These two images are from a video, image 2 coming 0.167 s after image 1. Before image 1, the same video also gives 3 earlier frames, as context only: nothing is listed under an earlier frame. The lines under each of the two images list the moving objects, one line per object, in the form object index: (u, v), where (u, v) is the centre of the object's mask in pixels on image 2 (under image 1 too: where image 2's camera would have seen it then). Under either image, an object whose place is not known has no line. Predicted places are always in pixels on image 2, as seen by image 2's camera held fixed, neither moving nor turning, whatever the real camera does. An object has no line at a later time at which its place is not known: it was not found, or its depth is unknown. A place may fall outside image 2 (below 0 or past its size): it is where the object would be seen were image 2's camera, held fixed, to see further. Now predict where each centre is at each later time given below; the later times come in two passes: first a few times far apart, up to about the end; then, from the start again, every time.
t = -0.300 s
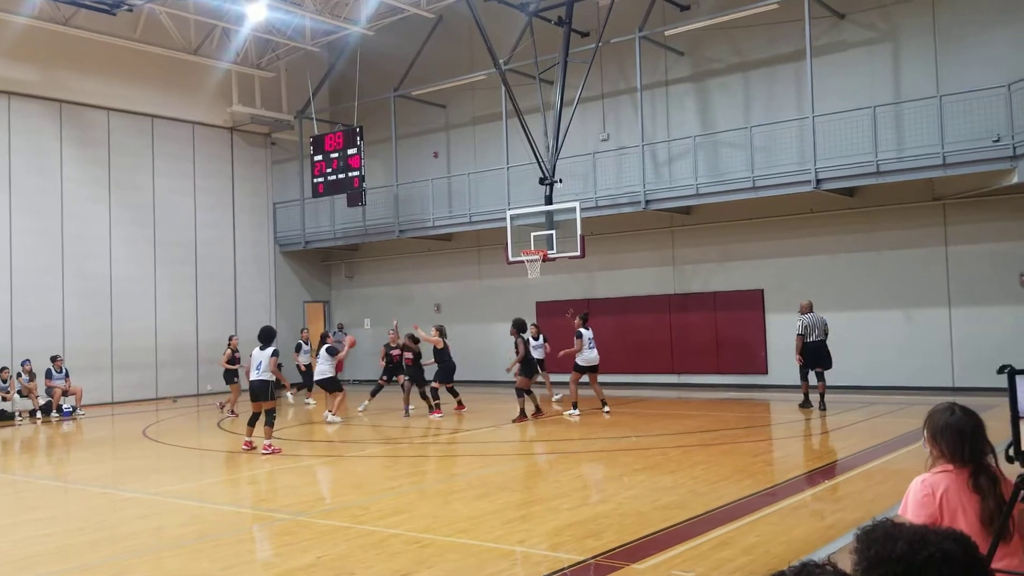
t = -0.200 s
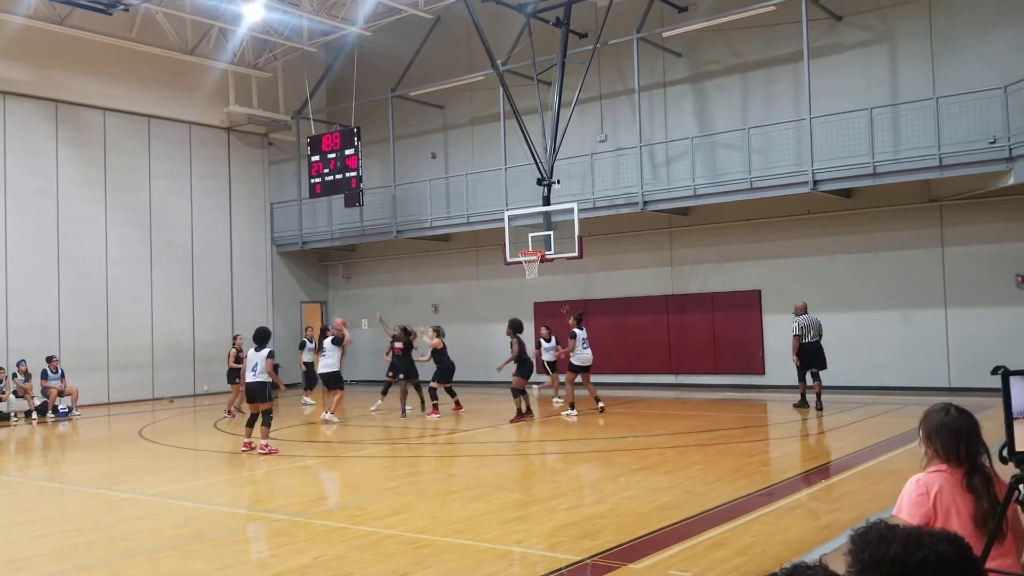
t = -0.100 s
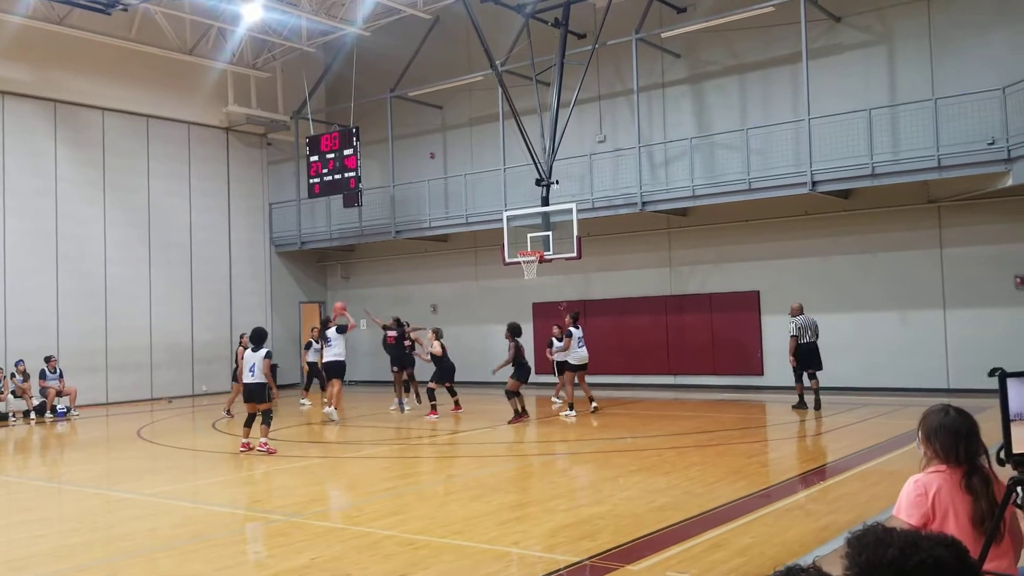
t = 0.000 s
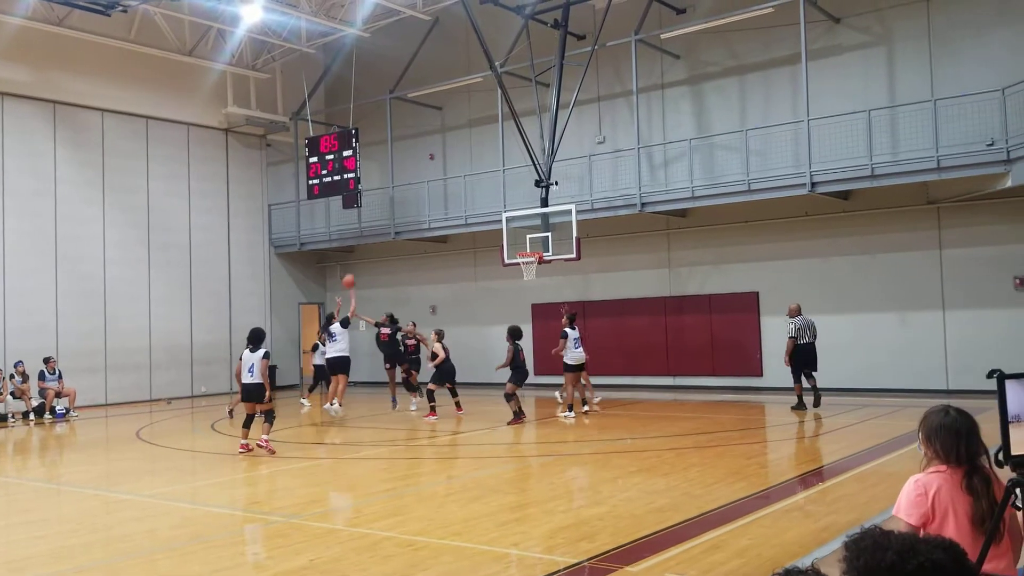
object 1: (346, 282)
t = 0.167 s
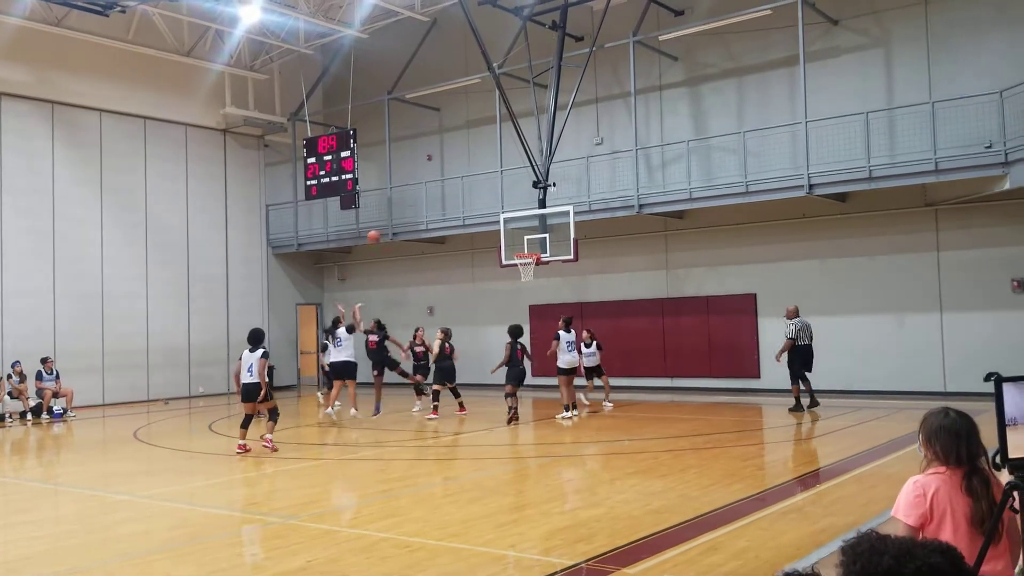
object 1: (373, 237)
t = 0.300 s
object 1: (396, 212)
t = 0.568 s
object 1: (437, 191)
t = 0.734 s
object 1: (461, 197)
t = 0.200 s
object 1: (379, 229)
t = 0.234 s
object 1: (384, 223)
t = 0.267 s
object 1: (390, 217)
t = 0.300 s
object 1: (396, 212)
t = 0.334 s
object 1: (401, 207)
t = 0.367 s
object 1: (405, 203)
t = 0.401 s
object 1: (411, 200)
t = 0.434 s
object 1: (416, 197)
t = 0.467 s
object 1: (421, 194)
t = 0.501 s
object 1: (429, 192)
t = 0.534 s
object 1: (431, 191)
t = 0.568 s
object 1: (437, 191)
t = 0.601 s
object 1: (441, 191)
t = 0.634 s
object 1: (447, 192)
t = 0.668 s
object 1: (451, 193)
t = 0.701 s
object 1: (456, 195)
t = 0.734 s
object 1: (461, 197)
